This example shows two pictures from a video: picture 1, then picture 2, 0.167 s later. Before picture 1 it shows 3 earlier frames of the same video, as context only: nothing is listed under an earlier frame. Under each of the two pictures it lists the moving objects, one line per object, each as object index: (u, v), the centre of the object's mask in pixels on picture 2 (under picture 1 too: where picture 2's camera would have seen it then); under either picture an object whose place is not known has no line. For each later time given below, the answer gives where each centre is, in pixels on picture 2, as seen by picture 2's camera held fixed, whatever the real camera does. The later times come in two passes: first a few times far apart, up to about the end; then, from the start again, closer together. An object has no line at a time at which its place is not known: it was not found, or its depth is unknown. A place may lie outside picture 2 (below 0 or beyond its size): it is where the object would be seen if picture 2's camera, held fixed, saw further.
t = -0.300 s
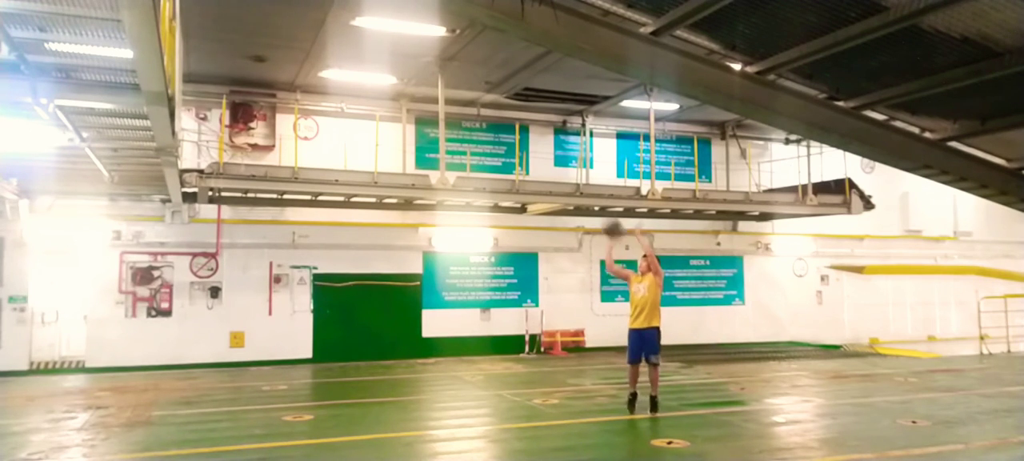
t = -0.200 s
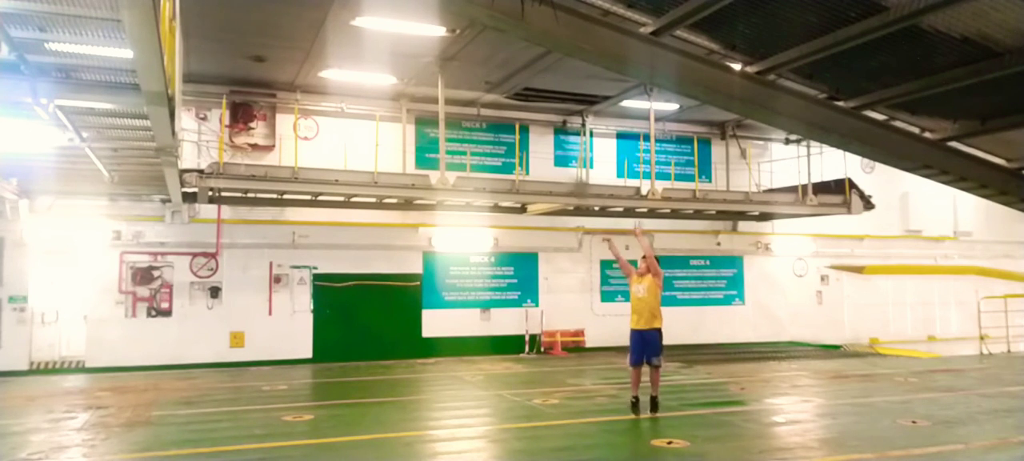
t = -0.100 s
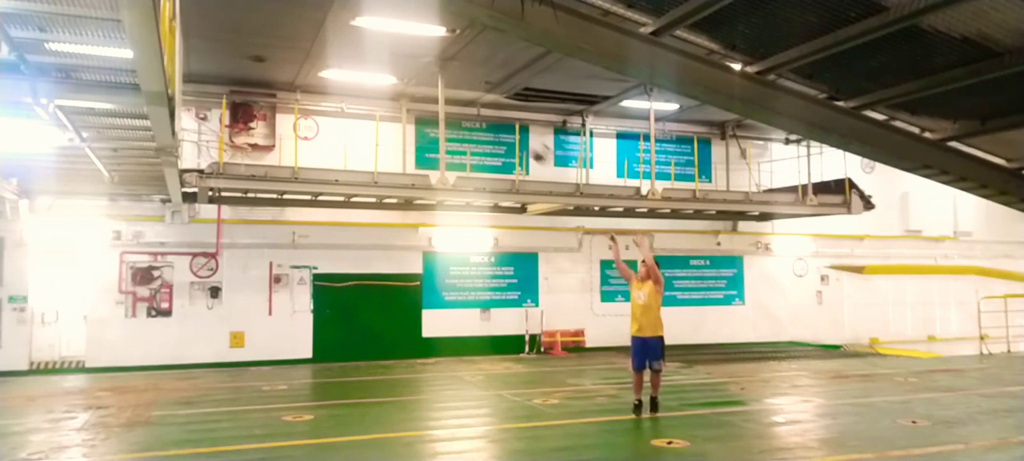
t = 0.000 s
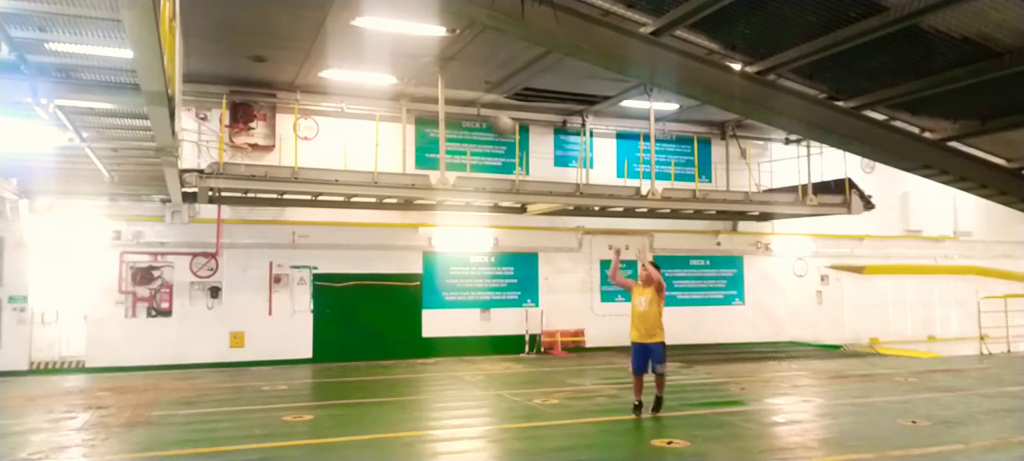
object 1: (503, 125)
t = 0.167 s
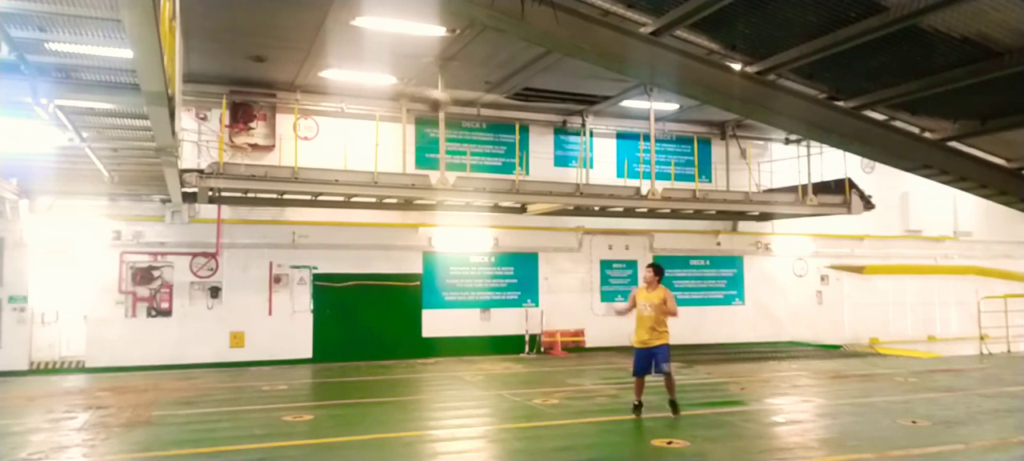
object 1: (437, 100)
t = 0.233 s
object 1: (408, 96)
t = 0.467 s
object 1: (303, 119)
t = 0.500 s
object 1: (292, 123)
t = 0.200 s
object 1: (419, 98)
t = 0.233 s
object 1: (408, 96)
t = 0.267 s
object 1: (399, 96)
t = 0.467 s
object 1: (303, 119)
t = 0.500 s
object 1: (292, 123)
